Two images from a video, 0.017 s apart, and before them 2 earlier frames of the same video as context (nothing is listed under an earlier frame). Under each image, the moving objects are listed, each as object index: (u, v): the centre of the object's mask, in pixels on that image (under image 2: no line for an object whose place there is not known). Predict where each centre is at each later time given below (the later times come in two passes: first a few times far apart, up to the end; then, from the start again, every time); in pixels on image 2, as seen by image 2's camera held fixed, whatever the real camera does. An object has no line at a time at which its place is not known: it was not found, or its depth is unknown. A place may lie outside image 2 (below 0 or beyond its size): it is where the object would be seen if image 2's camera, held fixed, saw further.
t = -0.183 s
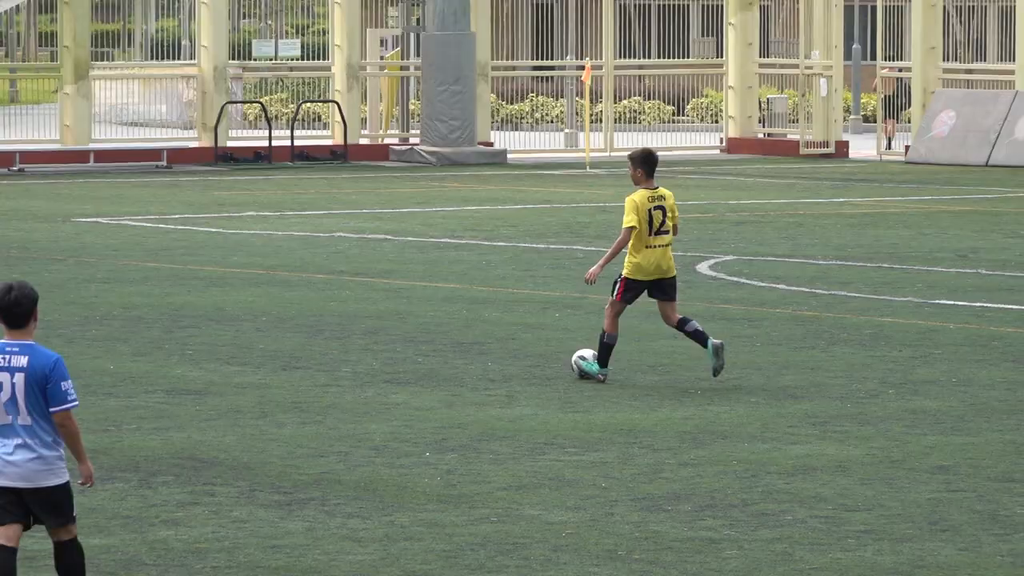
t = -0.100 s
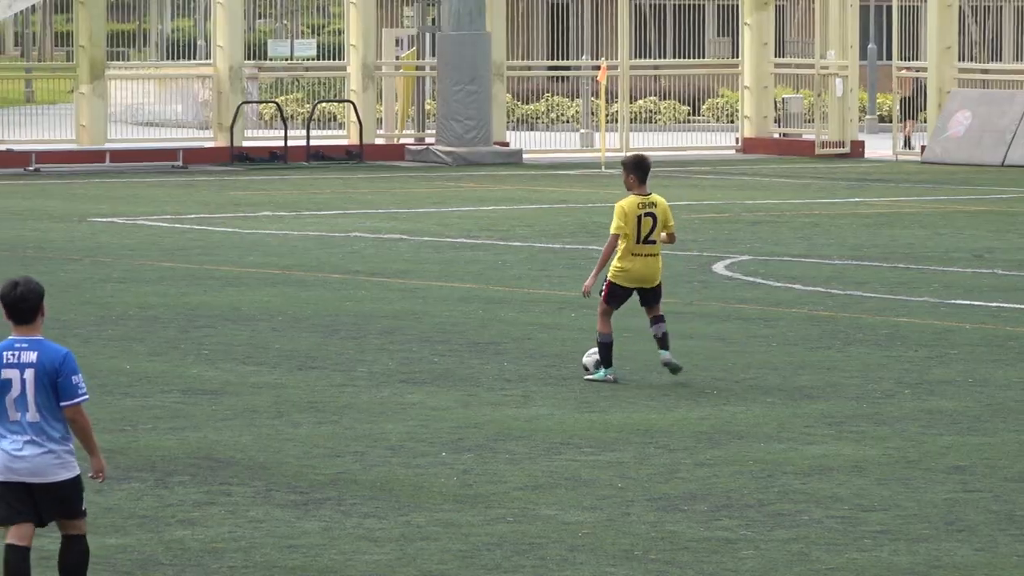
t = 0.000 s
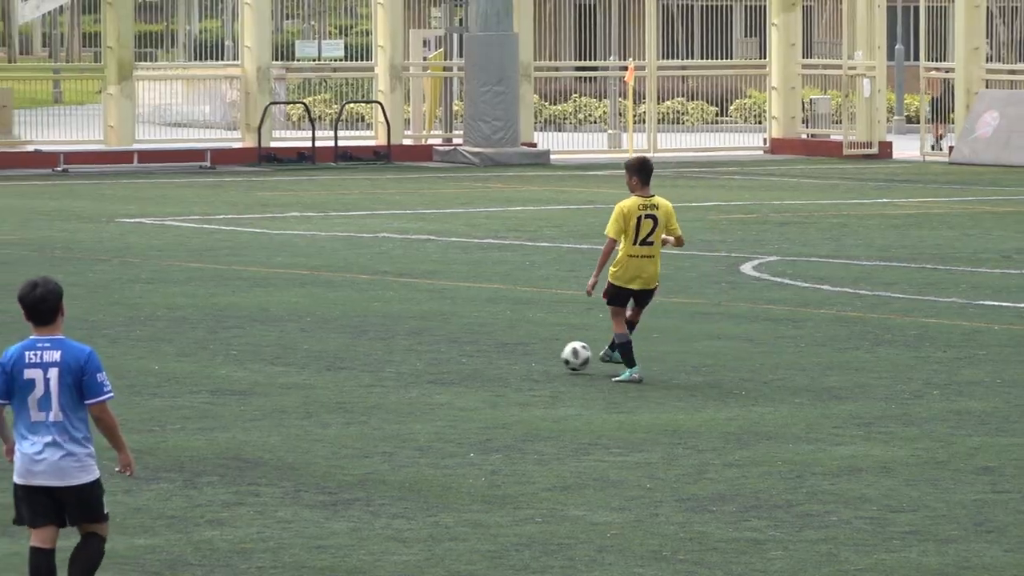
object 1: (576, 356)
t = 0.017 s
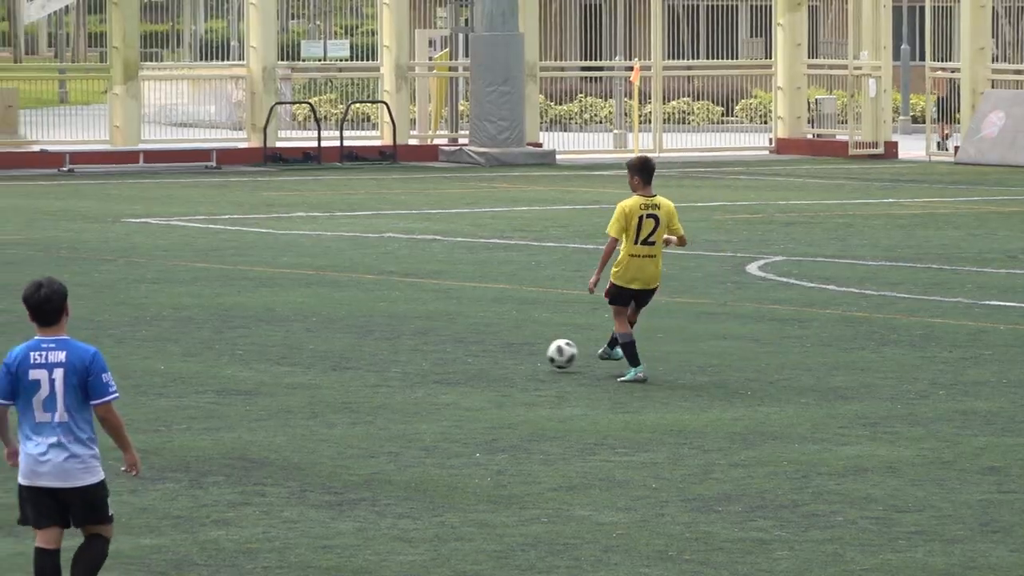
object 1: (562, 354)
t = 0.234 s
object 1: (325, 336)
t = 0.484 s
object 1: (104, 320)
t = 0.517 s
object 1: (79, 317)
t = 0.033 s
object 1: (542, 351)
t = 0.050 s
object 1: (522, 350)
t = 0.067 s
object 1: (503, 348)
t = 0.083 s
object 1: (484, 347)
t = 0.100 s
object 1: (465, 347)
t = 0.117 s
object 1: (446, 347)
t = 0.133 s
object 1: (427, 346)
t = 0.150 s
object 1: (410, 344)
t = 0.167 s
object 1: (393, 341)
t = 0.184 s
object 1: (376, 339)
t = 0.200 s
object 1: (359, 338)
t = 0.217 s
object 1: (342, 337)
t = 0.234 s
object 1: (325, 336)
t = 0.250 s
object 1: (309, 335)
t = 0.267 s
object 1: (292, 335)
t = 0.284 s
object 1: (277, 334)
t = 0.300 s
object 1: (261, 332)
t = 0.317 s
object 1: (246, 331)
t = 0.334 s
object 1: (231, 330)
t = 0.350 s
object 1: (216, 329)
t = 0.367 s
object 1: (201, 328)
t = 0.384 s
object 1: (187, 326)
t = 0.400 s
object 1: (173, 324)
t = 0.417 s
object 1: (159, 323)
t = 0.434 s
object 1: (146, 322)
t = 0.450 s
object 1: (132, 320)
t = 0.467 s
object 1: (118, 320)
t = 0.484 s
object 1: (104, 320)
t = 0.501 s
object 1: (91, 319)
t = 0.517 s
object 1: (79, 317)
